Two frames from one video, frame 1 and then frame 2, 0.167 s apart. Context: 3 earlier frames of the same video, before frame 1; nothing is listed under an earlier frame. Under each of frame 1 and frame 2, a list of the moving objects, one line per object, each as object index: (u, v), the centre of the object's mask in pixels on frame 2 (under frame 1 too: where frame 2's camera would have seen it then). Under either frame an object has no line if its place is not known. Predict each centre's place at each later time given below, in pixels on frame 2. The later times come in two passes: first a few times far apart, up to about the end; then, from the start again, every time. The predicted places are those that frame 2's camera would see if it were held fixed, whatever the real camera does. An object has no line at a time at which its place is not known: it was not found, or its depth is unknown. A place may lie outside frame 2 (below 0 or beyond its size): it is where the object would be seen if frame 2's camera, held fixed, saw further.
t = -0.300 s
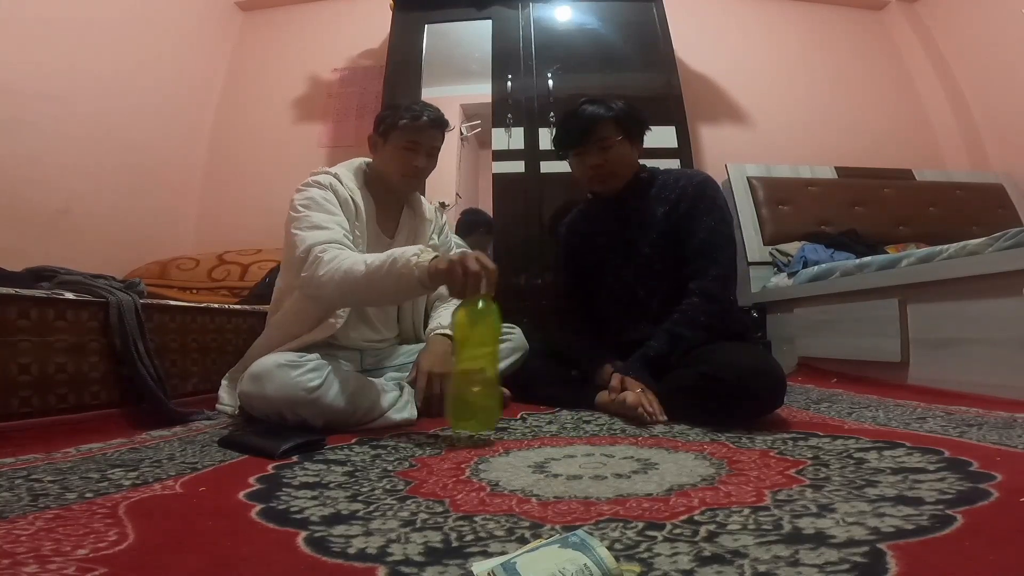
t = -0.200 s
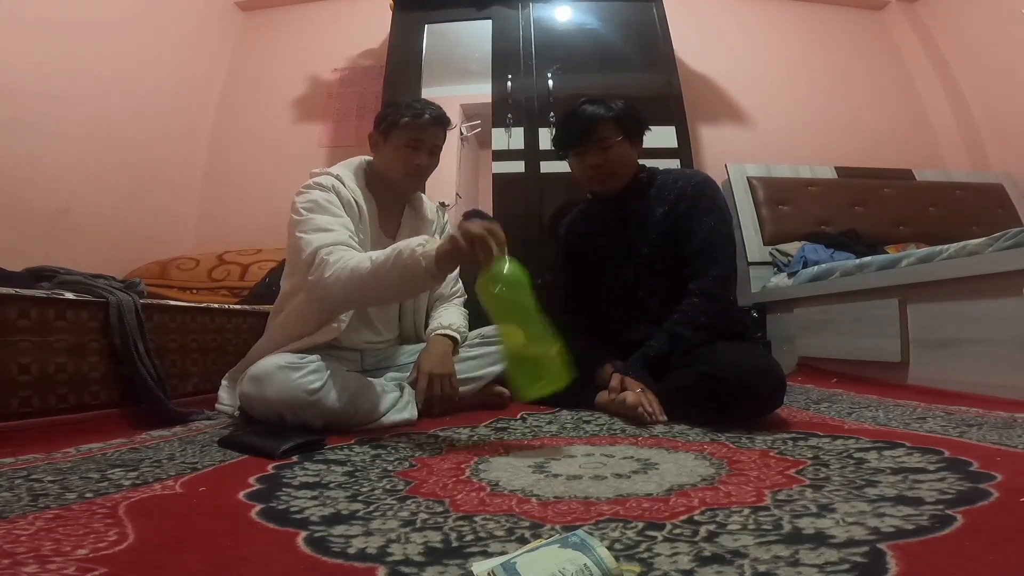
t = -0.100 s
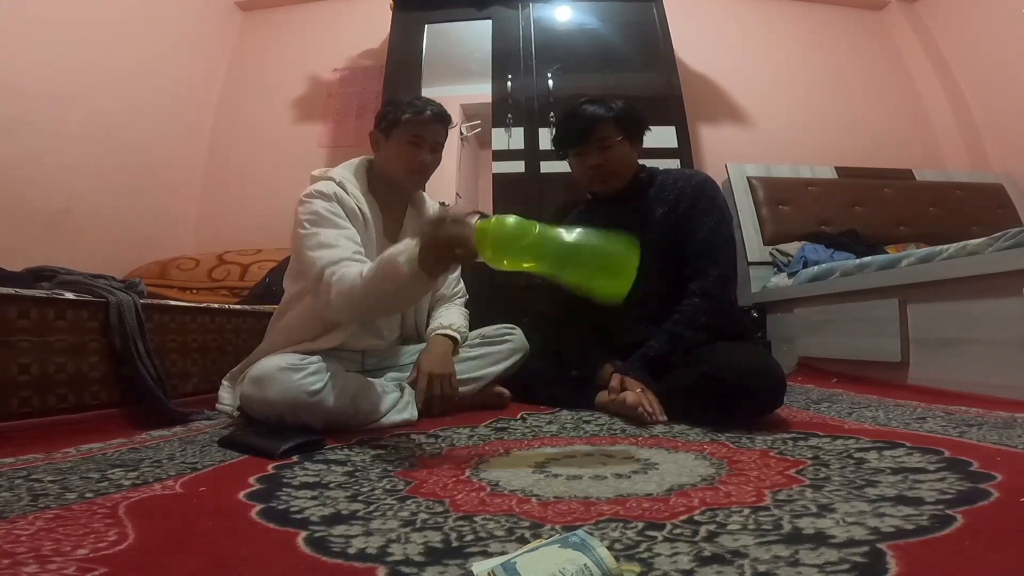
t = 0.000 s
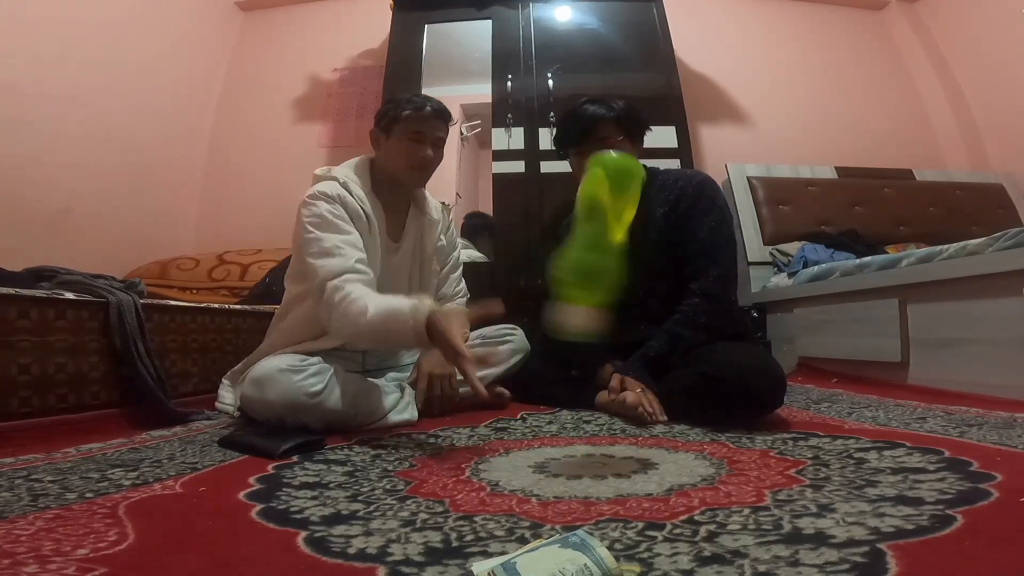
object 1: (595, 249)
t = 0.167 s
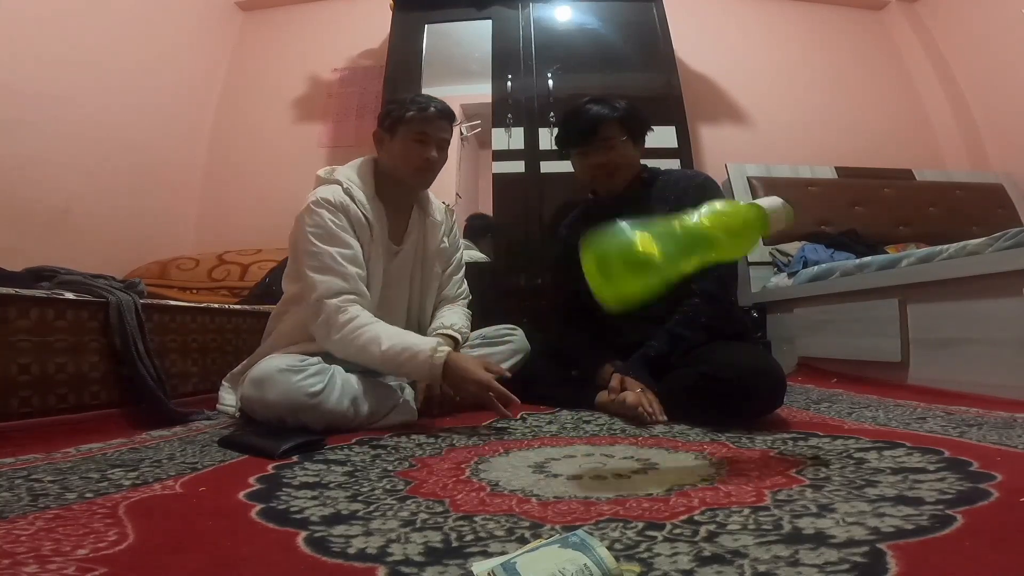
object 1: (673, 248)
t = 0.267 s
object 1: (706, 376)
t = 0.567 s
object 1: (655, 386)
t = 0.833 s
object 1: (602, 511)
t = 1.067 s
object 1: (583, 511)
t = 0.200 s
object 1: (683, 281)
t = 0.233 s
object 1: (697, 322)
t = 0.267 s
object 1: (706, 376)
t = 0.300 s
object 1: (707, 384)
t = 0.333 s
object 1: (702, 384)
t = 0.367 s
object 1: (696, 385)
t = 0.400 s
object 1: (690, 383)
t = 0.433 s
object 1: (685, 381)
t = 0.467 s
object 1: (679, 380)
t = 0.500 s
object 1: (672, 379)
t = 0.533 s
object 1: (665, 381)
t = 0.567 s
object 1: (655, 386)
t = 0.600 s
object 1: (641, 398)
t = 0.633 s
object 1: (626, 422)
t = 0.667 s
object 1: (613, 469)
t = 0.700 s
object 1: (610, 510)
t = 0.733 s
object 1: (600, 506)
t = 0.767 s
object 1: (596, 506)
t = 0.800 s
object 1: (598, 510)
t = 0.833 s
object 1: (602, 511)
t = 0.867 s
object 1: (600, 511)
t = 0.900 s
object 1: (597, 511)
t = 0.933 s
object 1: (594, 511)
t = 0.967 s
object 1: (590, 511)
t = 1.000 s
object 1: (587, 511)
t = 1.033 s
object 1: (585, 511)
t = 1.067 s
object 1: (583, 511)
